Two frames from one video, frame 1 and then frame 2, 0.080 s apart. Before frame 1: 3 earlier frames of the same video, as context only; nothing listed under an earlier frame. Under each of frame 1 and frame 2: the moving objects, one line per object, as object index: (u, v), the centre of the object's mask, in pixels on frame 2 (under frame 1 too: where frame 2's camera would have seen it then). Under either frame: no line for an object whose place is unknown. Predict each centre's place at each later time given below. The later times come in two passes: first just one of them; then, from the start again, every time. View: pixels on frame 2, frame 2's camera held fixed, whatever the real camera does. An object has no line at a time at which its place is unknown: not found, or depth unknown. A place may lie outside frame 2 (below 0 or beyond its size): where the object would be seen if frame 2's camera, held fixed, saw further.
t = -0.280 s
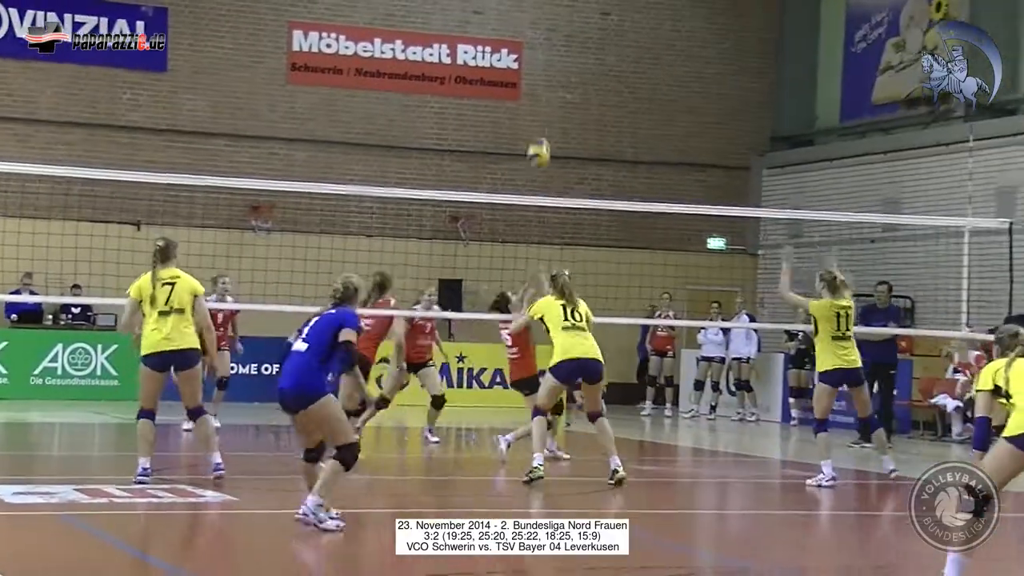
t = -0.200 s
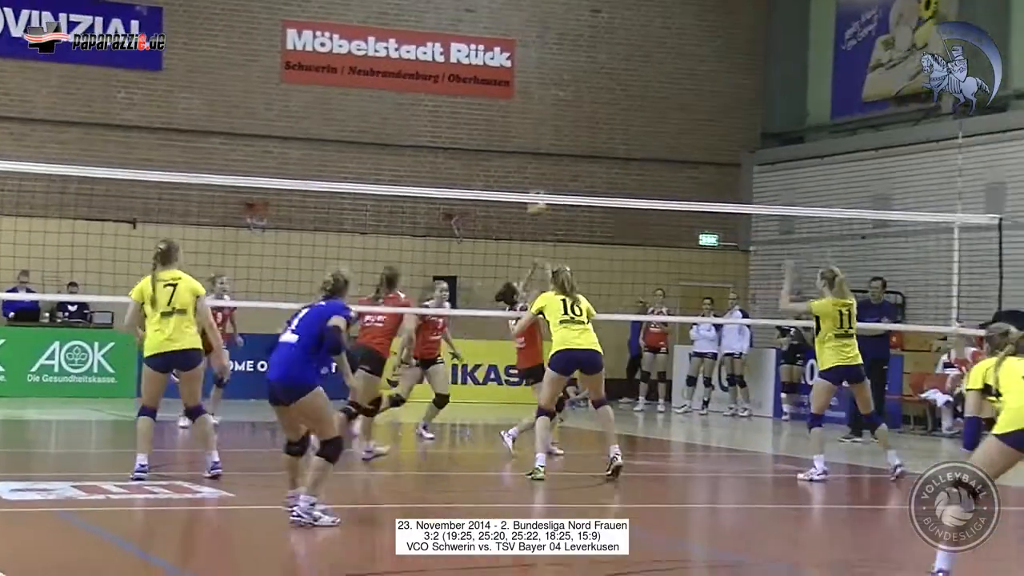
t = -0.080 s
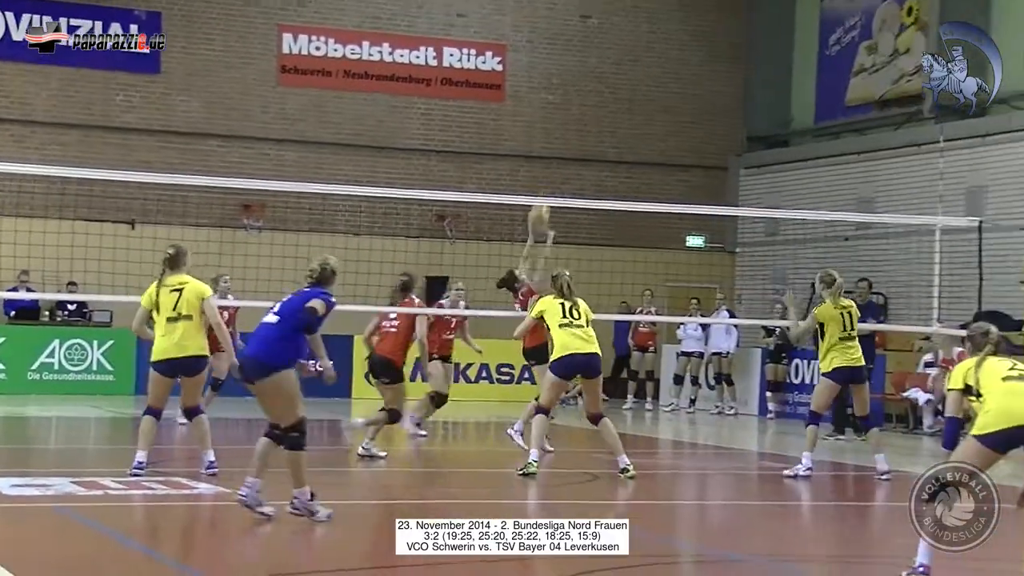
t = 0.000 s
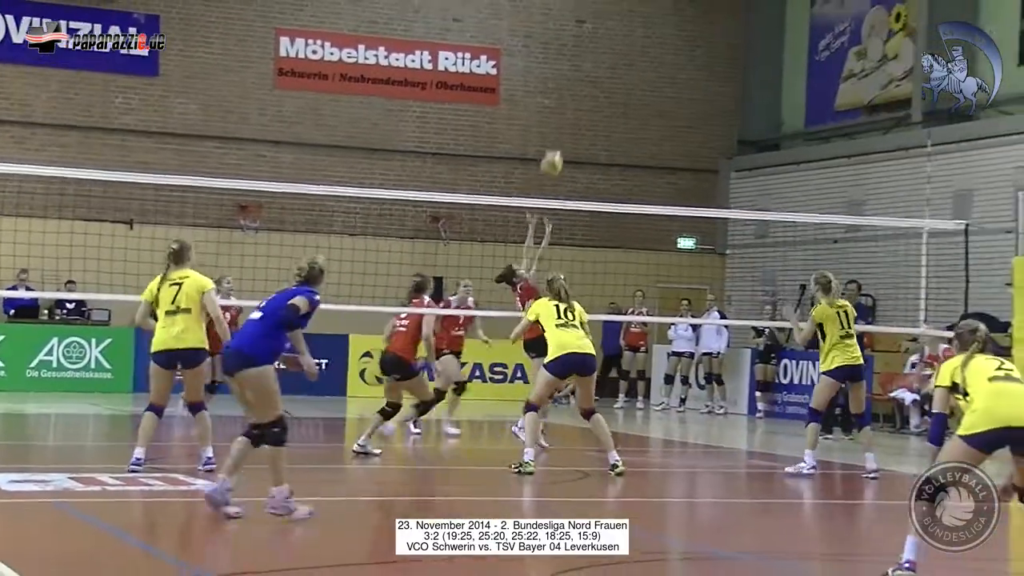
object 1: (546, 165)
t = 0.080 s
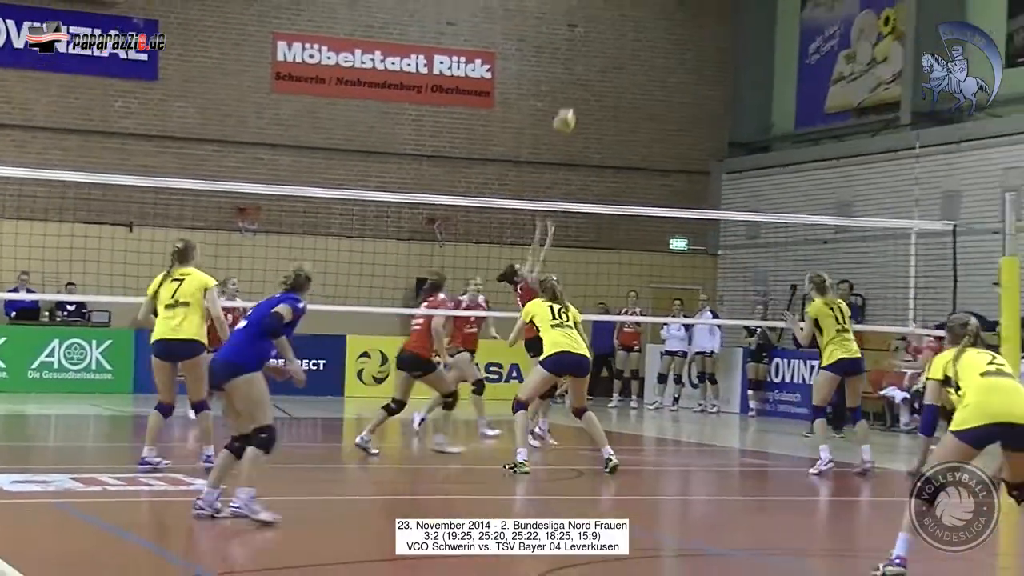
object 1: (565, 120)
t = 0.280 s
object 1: (612, 41)
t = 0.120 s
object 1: (575, 102)
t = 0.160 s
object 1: (585, 83)
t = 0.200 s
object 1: (594, 68)
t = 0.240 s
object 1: (603, 54)
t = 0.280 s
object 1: (612, 41)
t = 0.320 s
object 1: (621, 29)
